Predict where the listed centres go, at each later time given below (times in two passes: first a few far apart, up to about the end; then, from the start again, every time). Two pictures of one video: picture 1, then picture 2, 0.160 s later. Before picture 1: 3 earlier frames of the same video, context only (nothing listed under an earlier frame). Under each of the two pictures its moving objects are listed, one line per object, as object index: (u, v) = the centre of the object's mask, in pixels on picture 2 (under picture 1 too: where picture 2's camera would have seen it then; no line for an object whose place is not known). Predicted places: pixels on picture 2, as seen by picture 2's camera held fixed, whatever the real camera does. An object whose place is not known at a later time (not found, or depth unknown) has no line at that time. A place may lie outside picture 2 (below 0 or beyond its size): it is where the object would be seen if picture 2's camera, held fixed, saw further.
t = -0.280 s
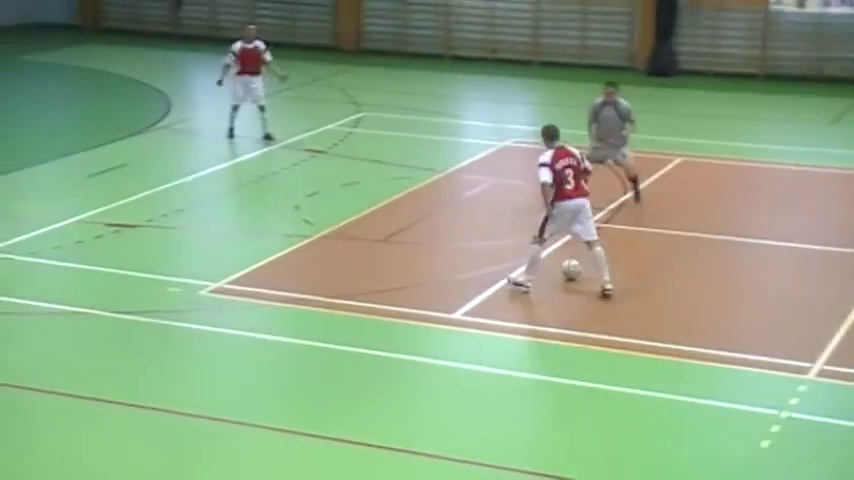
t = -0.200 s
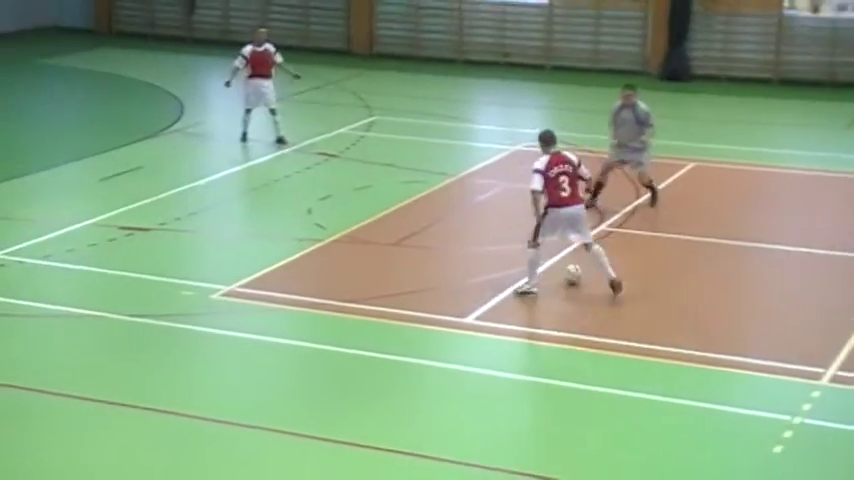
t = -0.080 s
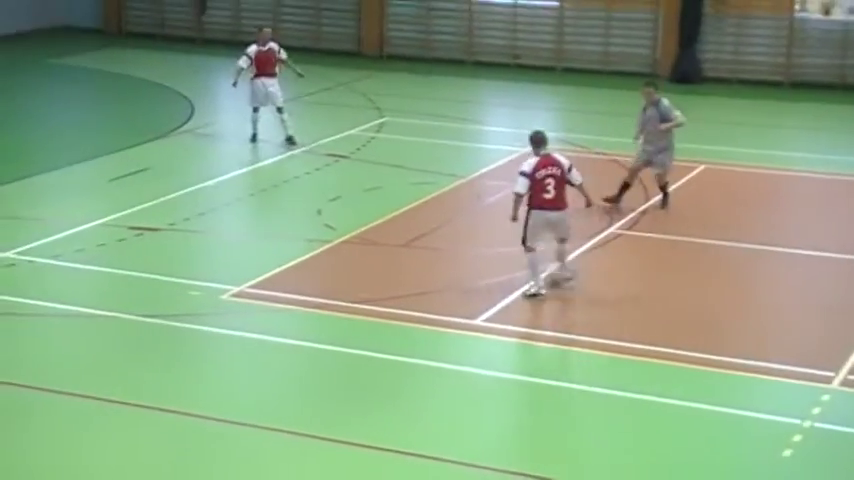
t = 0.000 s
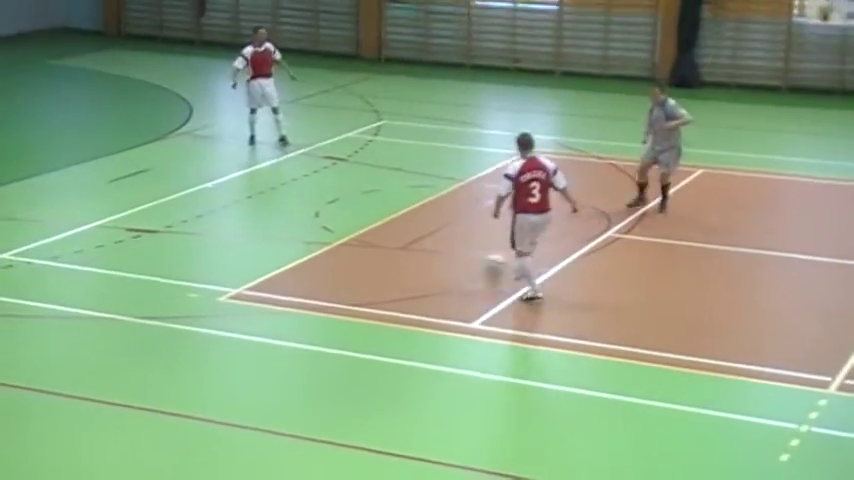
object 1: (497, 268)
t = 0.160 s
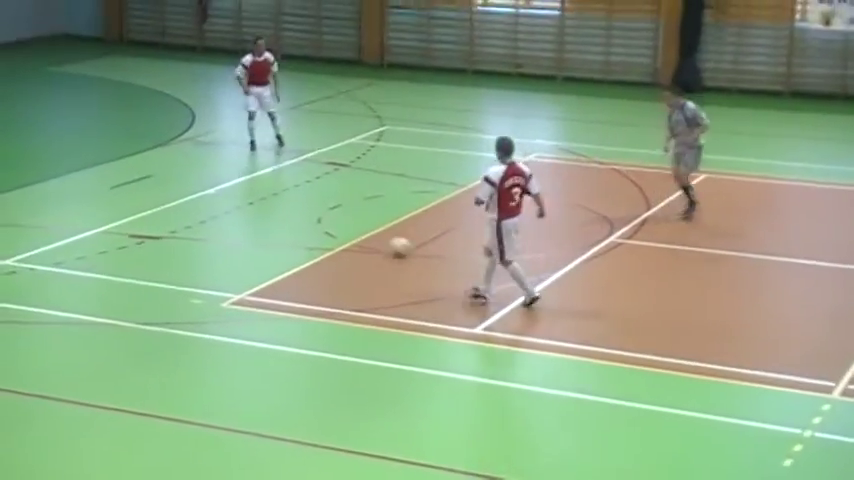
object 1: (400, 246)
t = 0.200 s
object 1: (378, 242)
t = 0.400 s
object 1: (284, 222)
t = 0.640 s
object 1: (196, 203)
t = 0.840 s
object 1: (130, 188)
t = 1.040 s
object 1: (70, 174)
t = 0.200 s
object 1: (378, 242)
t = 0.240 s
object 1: (357, 237)
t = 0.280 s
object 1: (338, 234)
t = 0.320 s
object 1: (320, 230)
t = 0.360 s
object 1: (302, 225)
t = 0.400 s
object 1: (284, 222)
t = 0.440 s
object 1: (268, 219)
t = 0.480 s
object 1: (252, 215)
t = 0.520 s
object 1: (237, 212)
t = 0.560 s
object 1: (224, 209)
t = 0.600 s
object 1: (211, 207)
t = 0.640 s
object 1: (196, 203)
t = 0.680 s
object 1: (182, 199)
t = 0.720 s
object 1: (169, 196)
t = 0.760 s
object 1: (156, 193)
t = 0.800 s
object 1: (142, 190)
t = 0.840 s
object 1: (130, 188)
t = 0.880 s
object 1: (118, 186)
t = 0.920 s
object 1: (106, 183)
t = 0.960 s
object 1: (93, 180)
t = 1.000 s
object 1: (81, 177)
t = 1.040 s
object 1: (70, 174)
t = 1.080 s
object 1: (59, 173)
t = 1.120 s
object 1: (48, 171)
